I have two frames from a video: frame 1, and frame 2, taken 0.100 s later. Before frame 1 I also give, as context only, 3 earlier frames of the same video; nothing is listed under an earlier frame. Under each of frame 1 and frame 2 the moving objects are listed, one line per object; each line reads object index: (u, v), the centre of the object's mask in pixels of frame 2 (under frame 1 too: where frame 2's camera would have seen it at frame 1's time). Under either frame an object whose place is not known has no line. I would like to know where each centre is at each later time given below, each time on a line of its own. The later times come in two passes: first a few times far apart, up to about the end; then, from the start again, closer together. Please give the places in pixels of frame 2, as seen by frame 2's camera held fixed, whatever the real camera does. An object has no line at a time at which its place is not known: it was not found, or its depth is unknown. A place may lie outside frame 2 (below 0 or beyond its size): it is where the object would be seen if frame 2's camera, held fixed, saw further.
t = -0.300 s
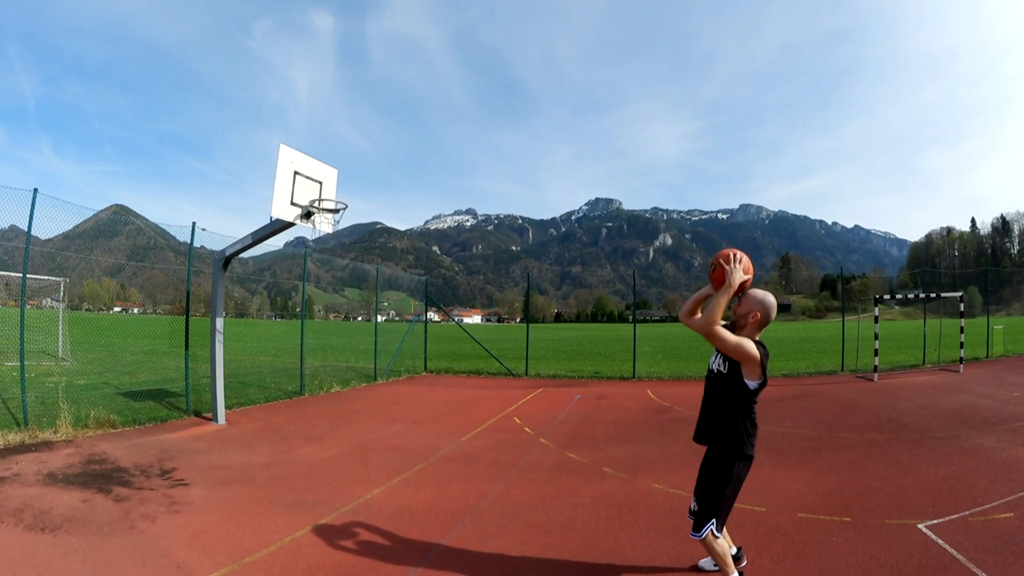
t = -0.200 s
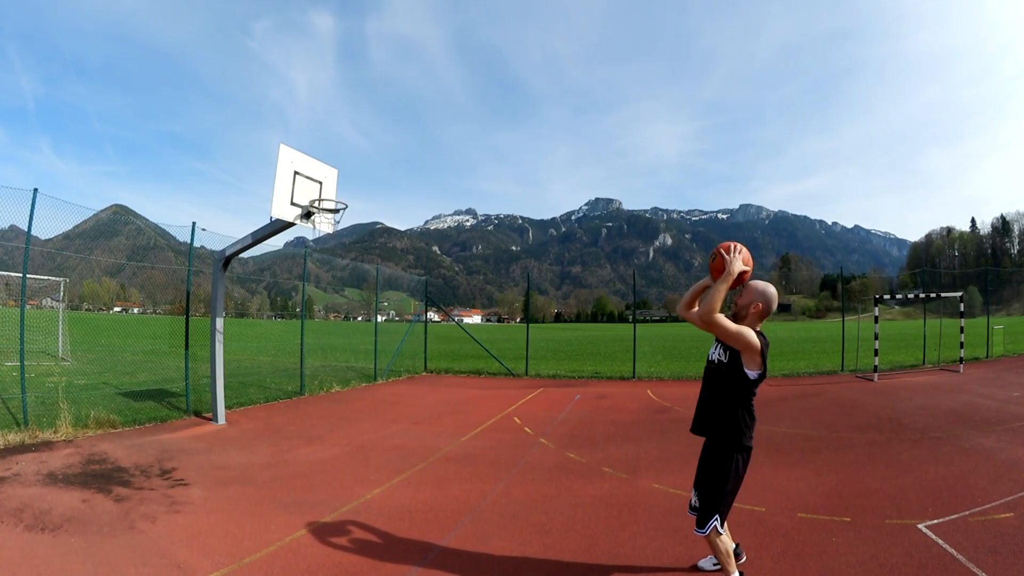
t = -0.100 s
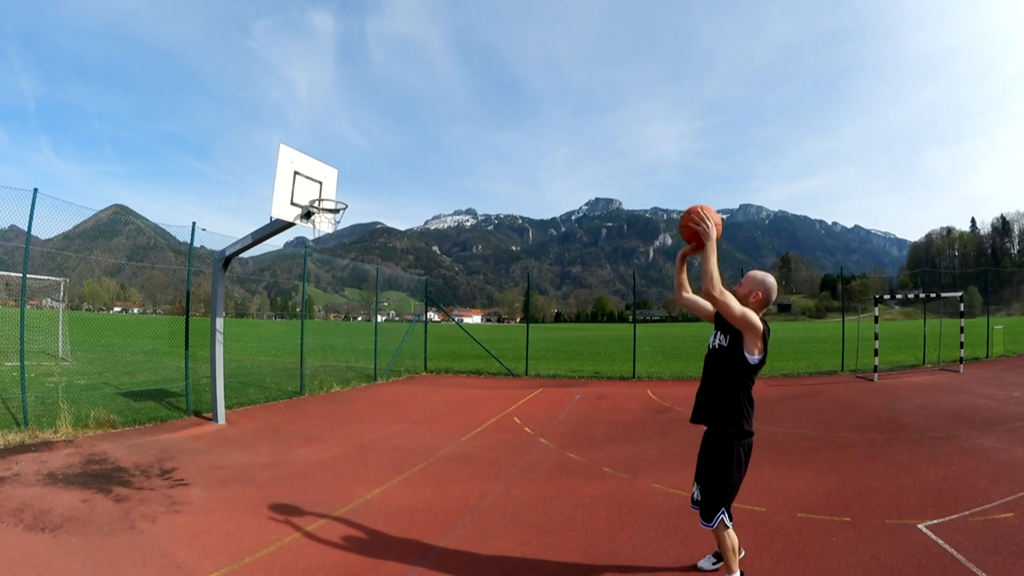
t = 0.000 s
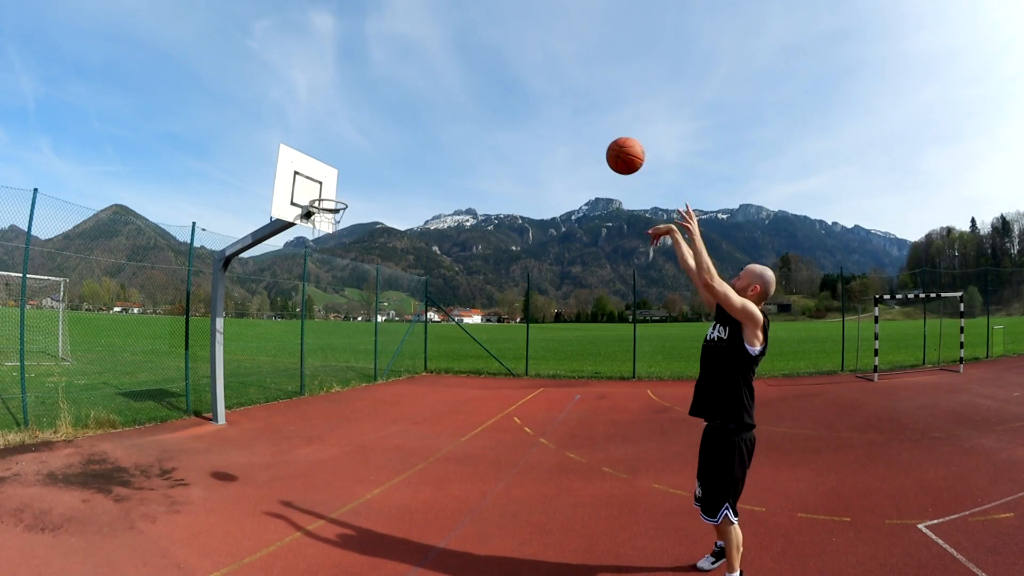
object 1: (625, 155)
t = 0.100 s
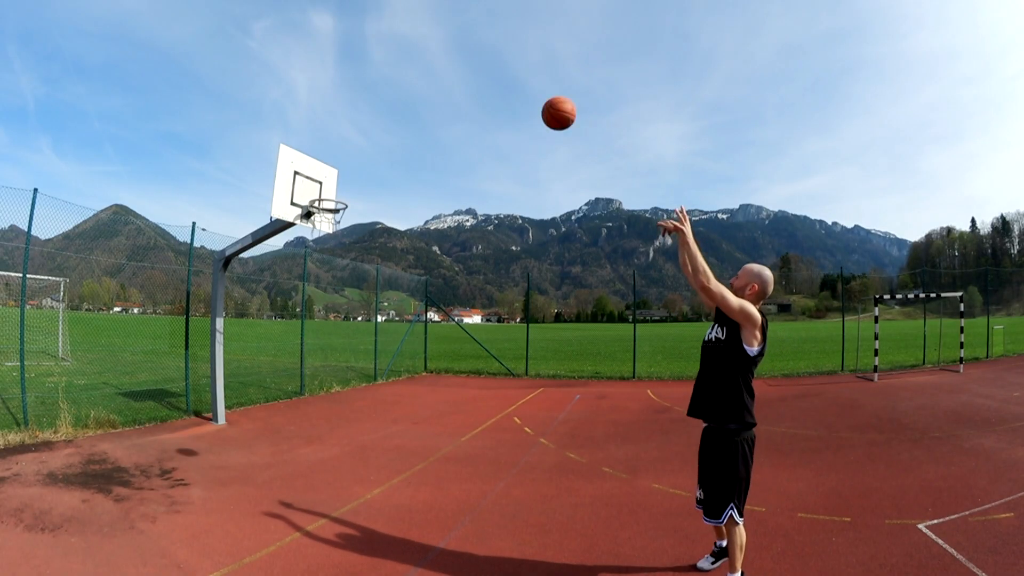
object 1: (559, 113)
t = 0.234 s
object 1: (488, 90)
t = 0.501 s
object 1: (397, 107)
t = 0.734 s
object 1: (340, 163)
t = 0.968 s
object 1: (355, 187)
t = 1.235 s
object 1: (443, 197)
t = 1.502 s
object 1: (521, 259)
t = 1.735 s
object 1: (587, 357)
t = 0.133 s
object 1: (536, 103)
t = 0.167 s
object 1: (525, 99)
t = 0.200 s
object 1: (506, 93)
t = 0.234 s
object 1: (488, 90)
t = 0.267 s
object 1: (475, 88)
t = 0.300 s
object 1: (463, 88)
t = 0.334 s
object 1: (451, 89)
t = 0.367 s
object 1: (441, 90)
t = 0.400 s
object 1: (427, 93)
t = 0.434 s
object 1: (416, 98)
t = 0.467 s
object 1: (409, 101)
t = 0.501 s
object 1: (397, 107)
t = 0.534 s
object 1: (388, 113)
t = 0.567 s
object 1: (381, 118)
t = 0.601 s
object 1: (371, 127)
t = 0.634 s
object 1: (362, 136)
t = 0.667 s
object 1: (356, 142)
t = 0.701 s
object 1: (347, 153)
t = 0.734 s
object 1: (340, 163)
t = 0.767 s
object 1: (334, 172)
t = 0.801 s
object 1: (326, 184)
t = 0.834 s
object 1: (319, 197)
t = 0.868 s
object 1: (323, 197)
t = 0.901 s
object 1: (336, 191)
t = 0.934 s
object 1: (348, 188)
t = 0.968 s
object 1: (355, 187)
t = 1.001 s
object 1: (367, 184)
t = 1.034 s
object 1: (380, 184)
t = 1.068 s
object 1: (389, 183)
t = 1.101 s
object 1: (400, 184)
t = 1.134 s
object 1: (412, 186)
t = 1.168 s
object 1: (419, 188)
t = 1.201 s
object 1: (431, 192)
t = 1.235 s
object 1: (443, 197)
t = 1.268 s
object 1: (451, 200)
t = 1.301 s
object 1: (462, 207)
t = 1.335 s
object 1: (473, 215)
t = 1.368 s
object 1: (482, 221)
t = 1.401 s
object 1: (492, 230)
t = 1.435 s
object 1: (504, 241)
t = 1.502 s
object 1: (521, 259)
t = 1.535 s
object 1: (533, 273)
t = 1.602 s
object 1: (550, 296)
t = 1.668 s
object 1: (566, 321)
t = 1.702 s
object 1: (577, 339)
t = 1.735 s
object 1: (587, 357)
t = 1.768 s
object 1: (592, 367)
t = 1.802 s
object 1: (602, 386)
